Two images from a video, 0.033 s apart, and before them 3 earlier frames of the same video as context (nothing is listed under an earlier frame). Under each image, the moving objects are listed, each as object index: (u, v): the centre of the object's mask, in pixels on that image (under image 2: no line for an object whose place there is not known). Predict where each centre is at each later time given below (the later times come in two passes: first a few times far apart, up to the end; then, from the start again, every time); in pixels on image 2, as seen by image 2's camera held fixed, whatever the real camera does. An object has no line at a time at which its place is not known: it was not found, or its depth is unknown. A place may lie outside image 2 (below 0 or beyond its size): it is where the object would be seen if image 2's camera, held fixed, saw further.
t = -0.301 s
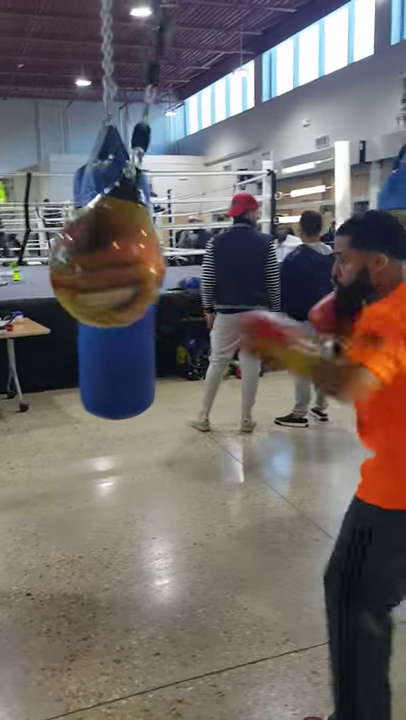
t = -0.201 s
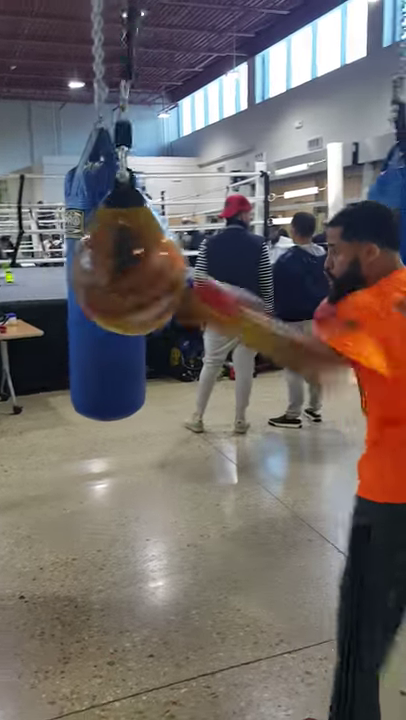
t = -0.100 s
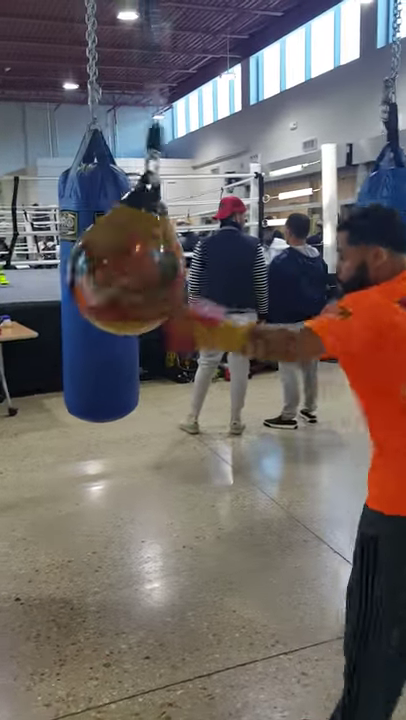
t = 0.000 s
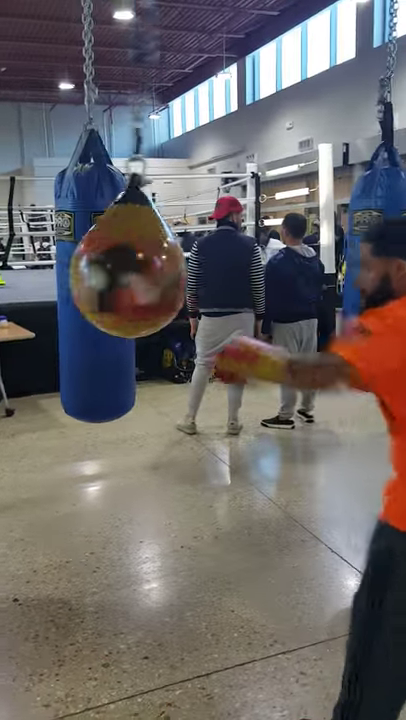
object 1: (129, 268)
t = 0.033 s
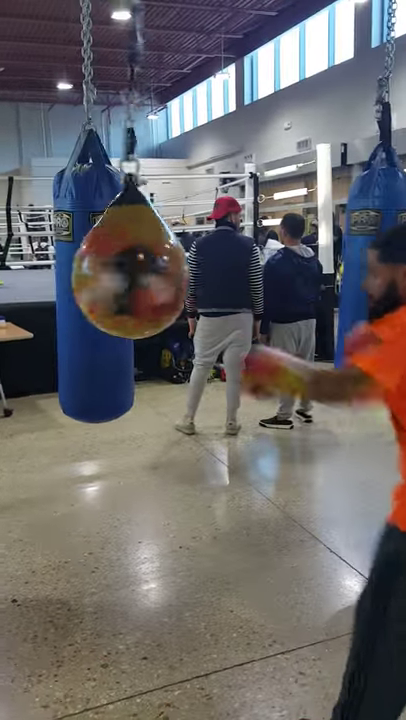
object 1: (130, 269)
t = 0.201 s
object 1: (149, 270)
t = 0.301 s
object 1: (165, 269)
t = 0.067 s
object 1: (133, 269)
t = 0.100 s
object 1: (136, 270)
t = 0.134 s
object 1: (140, 271)
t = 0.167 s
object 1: (144, 270)
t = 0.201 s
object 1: (149, 270)
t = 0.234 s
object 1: (154, 269)
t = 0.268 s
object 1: (159, 270)
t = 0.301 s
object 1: (165, 269)
